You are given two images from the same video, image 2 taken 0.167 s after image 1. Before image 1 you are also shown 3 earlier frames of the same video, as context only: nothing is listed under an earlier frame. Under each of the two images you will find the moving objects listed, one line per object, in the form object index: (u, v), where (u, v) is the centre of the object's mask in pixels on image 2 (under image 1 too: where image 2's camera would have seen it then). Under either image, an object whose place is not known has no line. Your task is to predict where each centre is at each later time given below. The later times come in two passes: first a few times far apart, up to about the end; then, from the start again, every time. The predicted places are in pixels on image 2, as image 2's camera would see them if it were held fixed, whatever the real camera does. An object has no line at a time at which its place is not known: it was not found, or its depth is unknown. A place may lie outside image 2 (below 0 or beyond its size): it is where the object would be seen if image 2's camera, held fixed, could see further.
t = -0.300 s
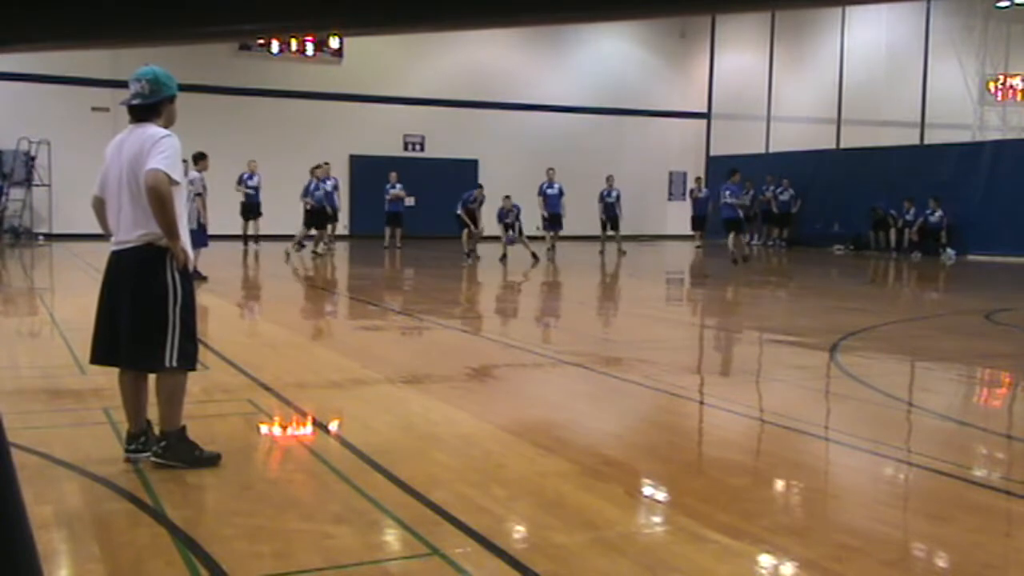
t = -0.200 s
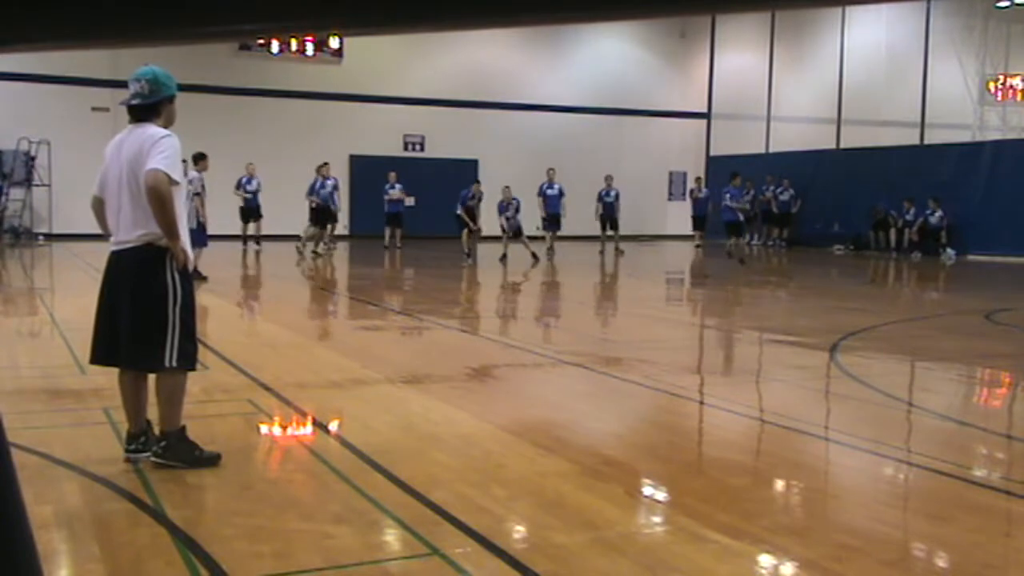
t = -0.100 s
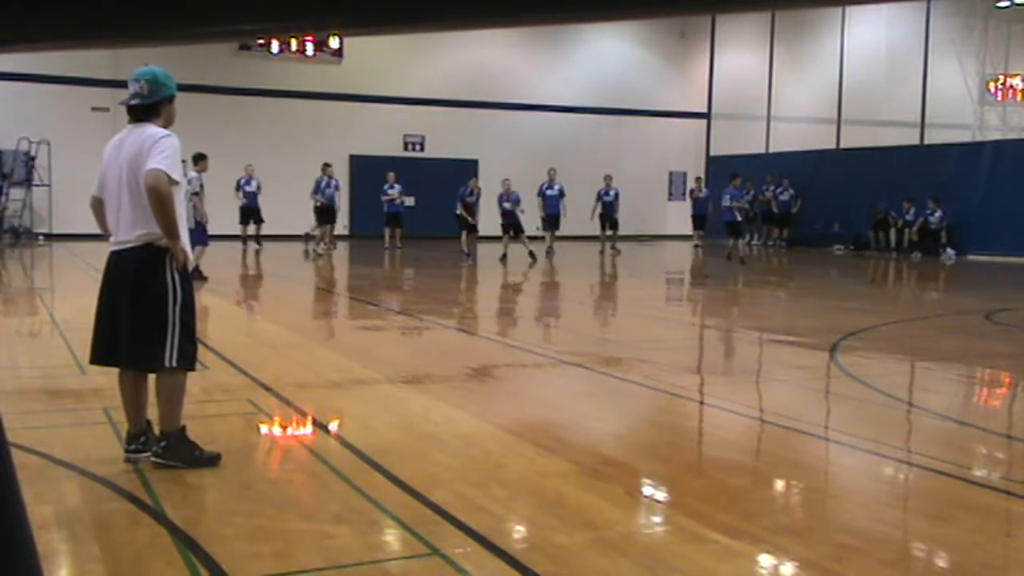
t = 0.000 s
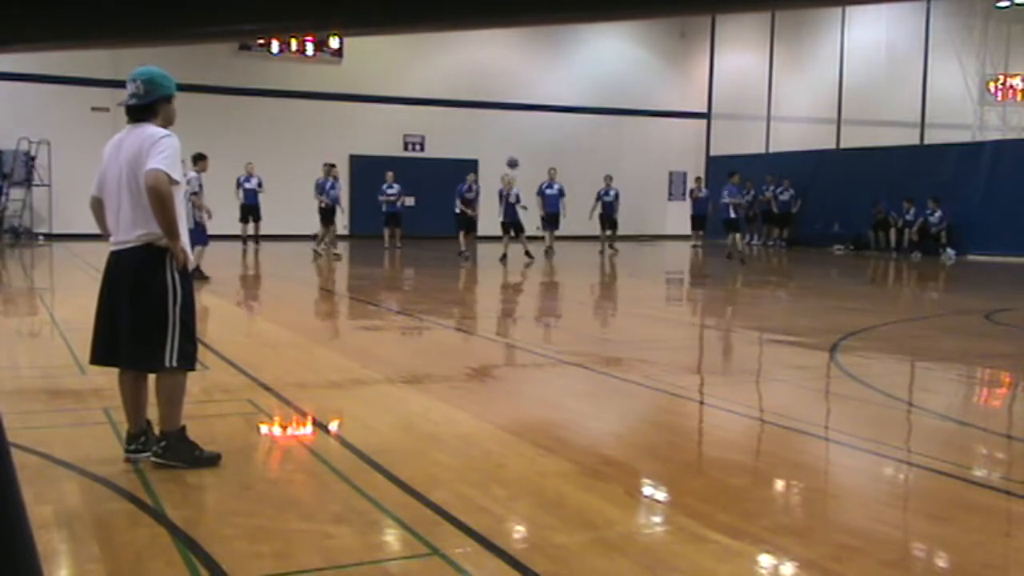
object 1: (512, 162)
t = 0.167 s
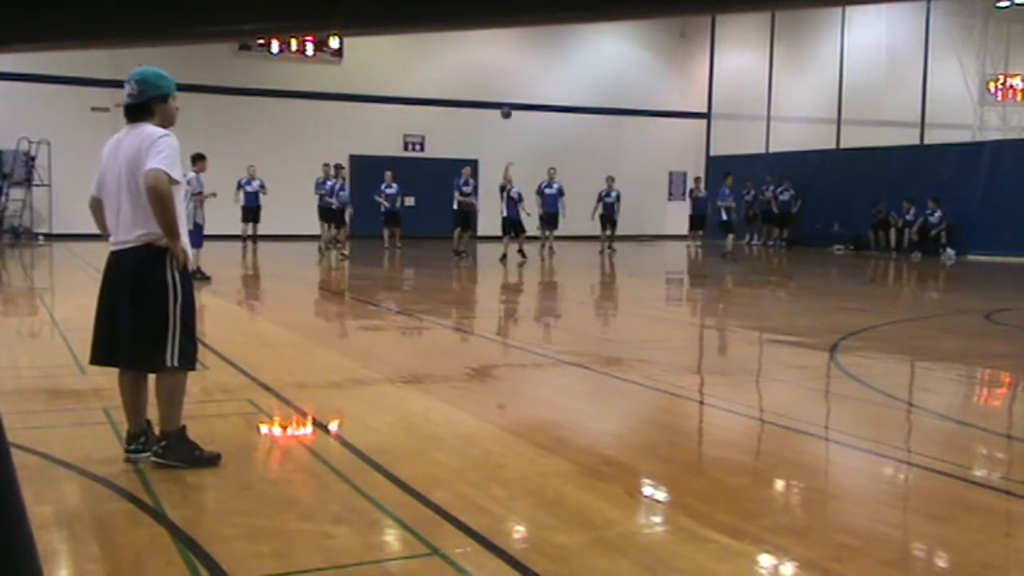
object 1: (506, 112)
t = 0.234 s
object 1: (503, 97)
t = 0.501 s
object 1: (492, 60)
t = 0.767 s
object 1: (482, 61)
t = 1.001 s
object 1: (473, 91)
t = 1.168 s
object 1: (466, 129)
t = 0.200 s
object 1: (505, 103)
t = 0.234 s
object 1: (503, 97)
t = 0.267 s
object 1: (502, 90)
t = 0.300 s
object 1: (501, 84)
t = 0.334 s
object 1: (499, 78)
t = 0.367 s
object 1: (498, 73)
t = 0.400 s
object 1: (496, 69)
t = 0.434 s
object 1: (495, 64)
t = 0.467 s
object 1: (494, 62)
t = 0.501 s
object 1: (492, 60)
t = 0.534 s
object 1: (491, 58)
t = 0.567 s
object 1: (490, 57)
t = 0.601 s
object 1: (488, 56)
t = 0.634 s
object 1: (487, 56)
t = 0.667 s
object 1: (486, 56)
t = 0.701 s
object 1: (485, 57)
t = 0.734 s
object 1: (483, 59)
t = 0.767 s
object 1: (482, 61)
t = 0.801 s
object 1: (481, 63)
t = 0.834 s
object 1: (480, 67)
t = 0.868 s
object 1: (478, 71)
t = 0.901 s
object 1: (477, 76)
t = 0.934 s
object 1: (476, 80)
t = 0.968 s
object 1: (475, 86)
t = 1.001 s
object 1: (473, 91)
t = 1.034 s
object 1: (471, 97)
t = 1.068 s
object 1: (470, 106)
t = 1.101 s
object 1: (469, 113)
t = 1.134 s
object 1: (468, 120)
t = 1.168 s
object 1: (466, 129)
